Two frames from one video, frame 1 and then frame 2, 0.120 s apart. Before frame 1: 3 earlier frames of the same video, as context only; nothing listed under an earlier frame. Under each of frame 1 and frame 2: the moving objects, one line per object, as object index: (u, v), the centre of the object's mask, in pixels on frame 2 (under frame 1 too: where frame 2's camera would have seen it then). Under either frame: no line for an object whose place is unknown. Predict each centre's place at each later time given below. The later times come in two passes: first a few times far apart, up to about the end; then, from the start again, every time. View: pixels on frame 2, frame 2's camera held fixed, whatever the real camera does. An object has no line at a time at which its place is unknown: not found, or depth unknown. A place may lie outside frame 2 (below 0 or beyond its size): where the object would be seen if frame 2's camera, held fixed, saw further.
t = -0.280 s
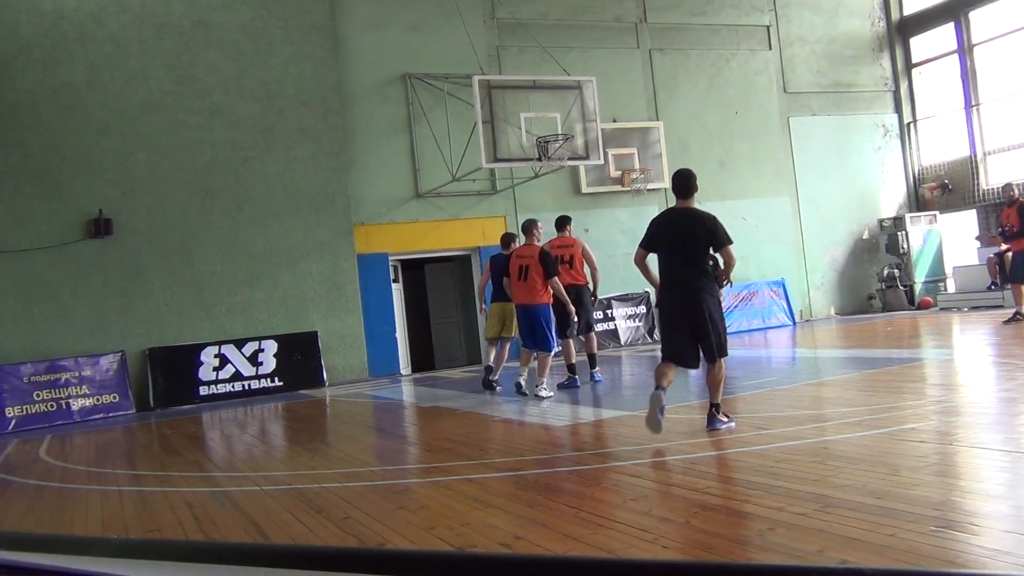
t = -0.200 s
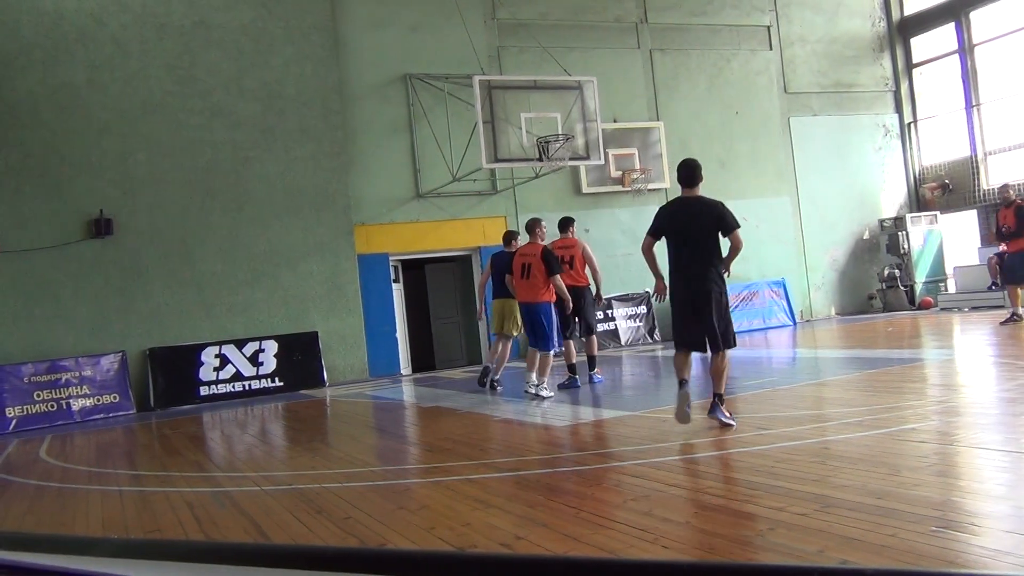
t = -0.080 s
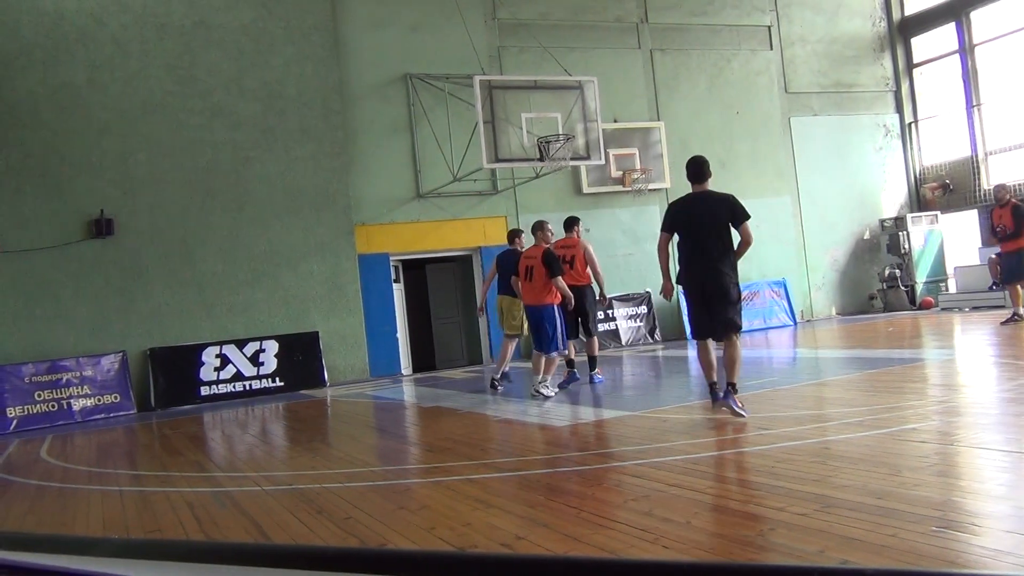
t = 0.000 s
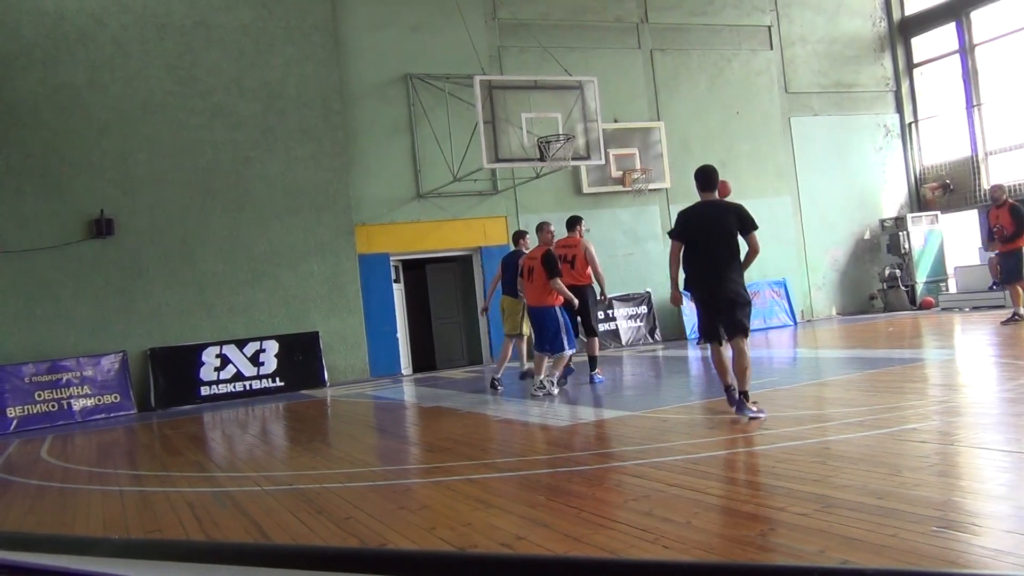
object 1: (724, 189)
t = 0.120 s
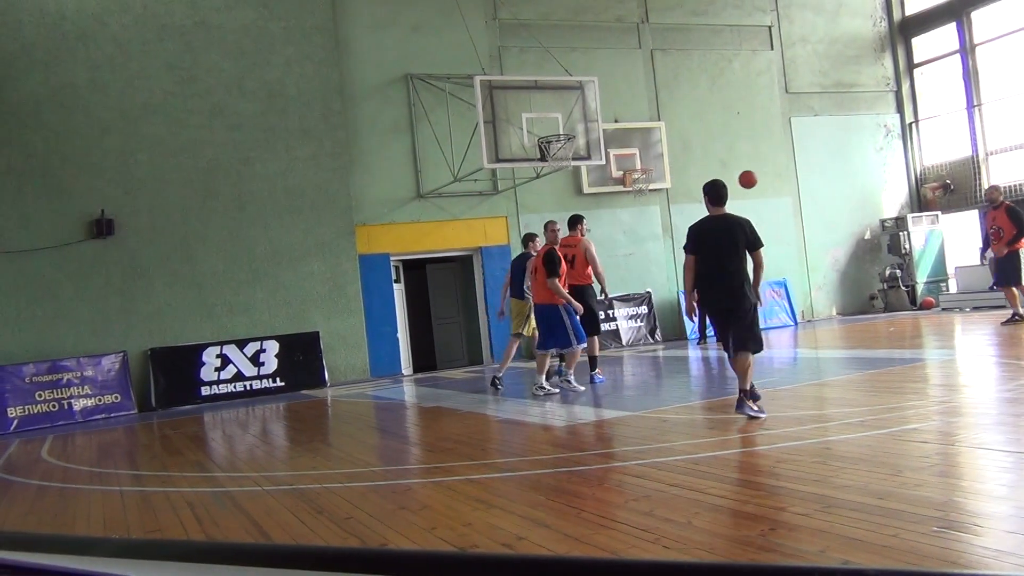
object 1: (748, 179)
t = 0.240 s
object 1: (774, 180)
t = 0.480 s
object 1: (833, 217)
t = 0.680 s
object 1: (885, 282)
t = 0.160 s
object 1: (756, 178)
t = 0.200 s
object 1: (766, 178)
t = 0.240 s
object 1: (774, 180)
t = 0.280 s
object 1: (784, 183)
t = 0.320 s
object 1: (794, 187)
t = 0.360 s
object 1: (803, 193)
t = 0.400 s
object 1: (813, 200)
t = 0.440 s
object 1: (823, 208)
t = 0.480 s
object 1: (833, 217)
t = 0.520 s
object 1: (843, 227)
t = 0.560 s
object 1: (854, 239)
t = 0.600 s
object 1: (864, 252)
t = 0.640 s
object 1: (875, 266)
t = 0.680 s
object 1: (885, 282)
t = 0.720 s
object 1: (897, 299)
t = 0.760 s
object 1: (907, 318)
